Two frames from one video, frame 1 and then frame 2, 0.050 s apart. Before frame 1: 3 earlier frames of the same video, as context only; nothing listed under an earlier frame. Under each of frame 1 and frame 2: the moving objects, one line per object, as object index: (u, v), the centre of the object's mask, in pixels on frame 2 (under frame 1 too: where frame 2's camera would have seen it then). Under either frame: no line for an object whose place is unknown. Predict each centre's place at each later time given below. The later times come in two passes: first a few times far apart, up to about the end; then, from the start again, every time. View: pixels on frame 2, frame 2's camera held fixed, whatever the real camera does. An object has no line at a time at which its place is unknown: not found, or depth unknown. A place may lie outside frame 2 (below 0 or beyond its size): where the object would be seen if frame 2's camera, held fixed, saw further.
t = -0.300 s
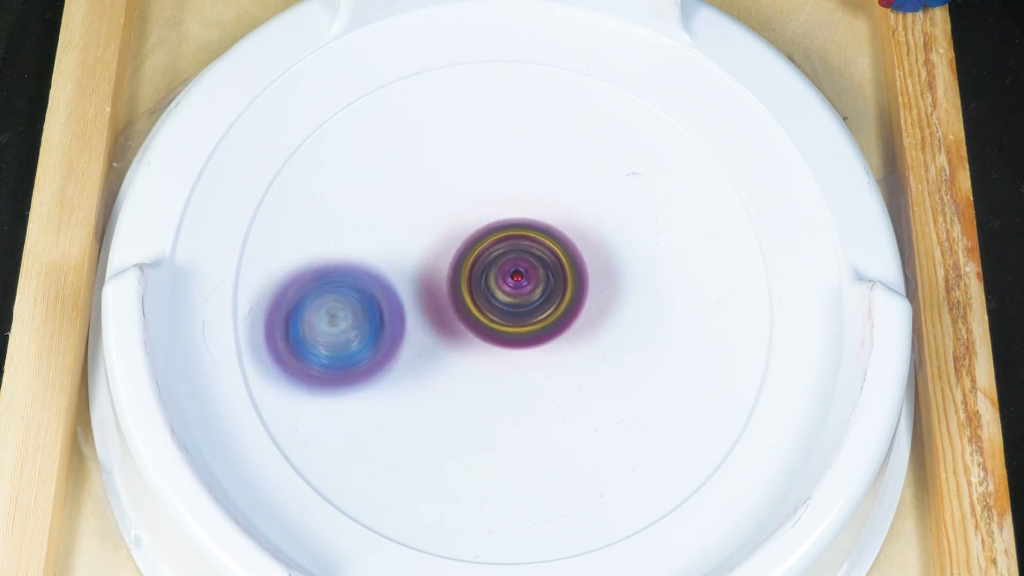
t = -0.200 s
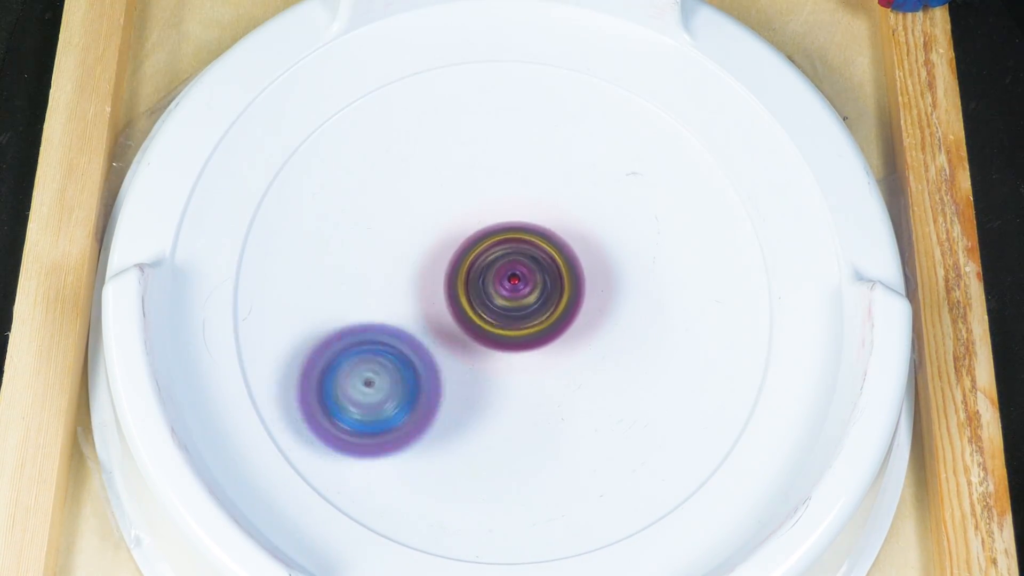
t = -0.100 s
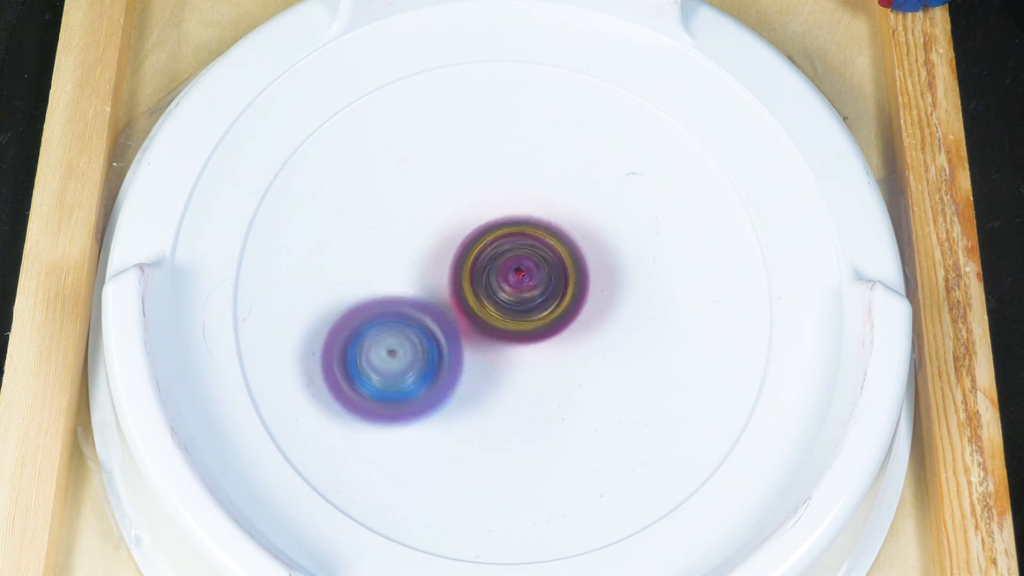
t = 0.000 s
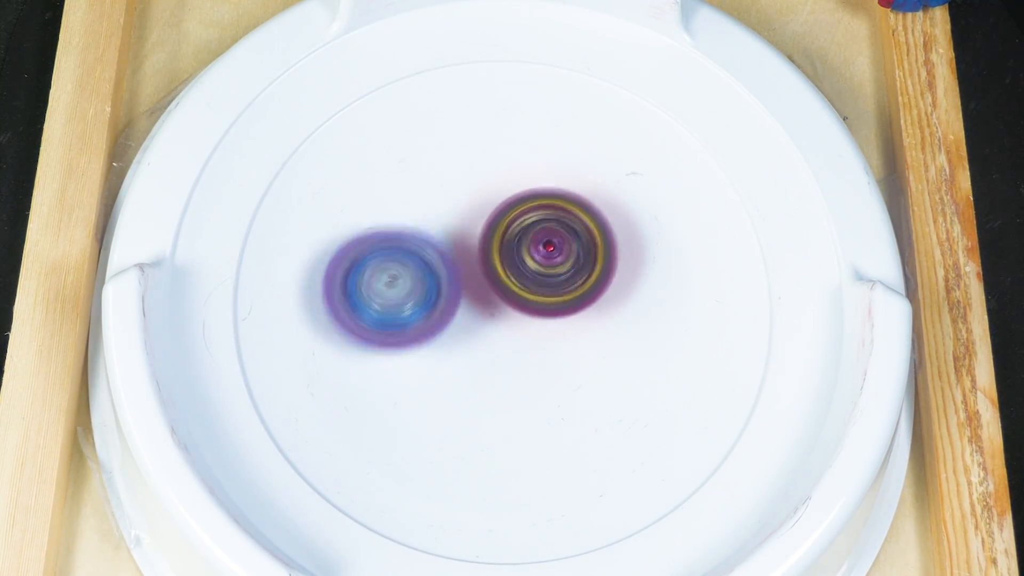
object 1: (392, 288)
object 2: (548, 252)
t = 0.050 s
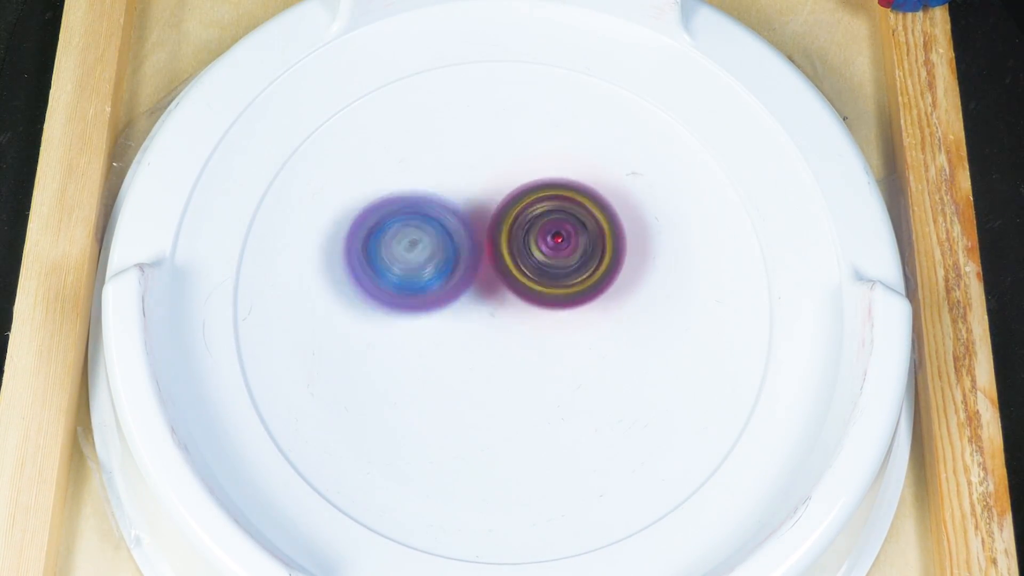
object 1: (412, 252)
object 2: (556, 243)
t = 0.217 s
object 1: (501, 203)
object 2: (661, 224)
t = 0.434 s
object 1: (568, 326)
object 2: (736, 218)
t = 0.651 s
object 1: (426, 381)
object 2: (567, 324)
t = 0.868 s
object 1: (309, 228)
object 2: (464, 313)
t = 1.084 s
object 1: (483, 118)
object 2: (475, 302)
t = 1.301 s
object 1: (652, 281)
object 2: (509, 312)
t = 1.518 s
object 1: (544, 467)
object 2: (485, 323)
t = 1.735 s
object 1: (330, 389)
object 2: (502, 304)
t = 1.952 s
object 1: (371, 197)
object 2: (494, 300)
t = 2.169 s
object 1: (572, 165)
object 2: (505, 299)
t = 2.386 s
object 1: (666, 324)
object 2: (499, 288)
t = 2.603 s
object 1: (519, 437)
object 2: (495, 276)
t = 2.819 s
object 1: (373, 334)
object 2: (501, 253)
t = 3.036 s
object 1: (405, 202)
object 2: (545, 229)
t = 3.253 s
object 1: (483, 154)
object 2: (662, 235)
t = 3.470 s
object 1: (488, 192)
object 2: (694, 304)
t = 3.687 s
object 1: (475, 208)
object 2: (566, 356)
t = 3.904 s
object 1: (446, 218)
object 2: (386, 335)
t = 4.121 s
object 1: (454, 208)
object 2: (369, 303)
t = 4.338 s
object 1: (495, 240)
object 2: (482, 364)
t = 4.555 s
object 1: (494, 278)
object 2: (644, 363)
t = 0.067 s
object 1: (418, 242)
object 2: (563, 240)
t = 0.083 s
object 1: (426, 234)
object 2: (572, 237)
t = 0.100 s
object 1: (434, 227)
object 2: (581, 233)
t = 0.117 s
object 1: (444, 220)
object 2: (590, 231)
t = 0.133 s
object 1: (455, 215)
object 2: (598, 228)
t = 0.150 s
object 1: (468, 211)
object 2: (606, 226)
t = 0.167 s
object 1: (474, 207)
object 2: (621, 226)
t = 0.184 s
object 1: (481, 205)
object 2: (637, 225)
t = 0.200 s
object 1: (490, 203)
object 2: (650, 224)
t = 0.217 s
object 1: (501, 203)
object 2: (661, 224)
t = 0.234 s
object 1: (514, 204)
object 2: (670, 224)
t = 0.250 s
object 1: (526, 206)
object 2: (678, 223)
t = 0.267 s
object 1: (540, 211)
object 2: (682, 223)
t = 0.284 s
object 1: (554, 218)
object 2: (685, 223)
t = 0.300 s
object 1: (561, 225)
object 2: (697, 220)
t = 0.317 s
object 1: (560, 237)
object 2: (711, 219)
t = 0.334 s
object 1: (561, 249)
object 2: (724, 217)
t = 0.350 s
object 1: (563, 261)
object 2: (736, 215)
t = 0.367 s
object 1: (565, 275)
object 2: (744, 212)
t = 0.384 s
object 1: (567, 288)
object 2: (748, 211)
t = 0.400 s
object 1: (569, 301)
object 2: (747, 212)
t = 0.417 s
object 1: (569, 314)
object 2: (742, 215)
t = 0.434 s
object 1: (568, 326)
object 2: (736, 218)
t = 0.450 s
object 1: (564, 338)
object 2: (728, 223)
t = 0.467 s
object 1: (559, 349)
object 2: (721, 227)
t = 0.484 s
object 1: (553, 359)
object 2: (711, 233)
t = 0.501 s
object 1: (544, 369)
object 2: (700, 241)
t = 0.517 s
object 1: (534, 376)
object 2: (690, 248)
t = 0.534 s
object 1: (522, 383)
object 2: (677, 257)
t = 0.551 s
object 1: (510, 388)
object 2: (664, 266)
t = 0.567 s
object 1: (497, 391)
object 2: (651, 275)
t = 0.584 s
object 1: (483, 393)
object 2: (637, 284)
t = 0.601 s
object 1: (469, 393)
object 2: (620, 295)
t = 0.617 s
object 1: (454, 390)
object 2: (603, 306)
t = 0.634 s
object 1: (441, 386)
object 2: (586, 315)
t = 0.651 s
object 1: (426, 381)
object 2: (567, 324)
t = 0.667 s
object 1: (410, 375)
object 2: (552, 329)
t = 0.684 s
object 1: (393, 369)
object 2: (538, 332)
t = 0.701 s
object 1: (376, 362)
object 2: (526, 332)
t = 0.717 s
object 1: (360, 354)
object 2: (515, 331)
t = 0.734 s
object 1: (345, 344)
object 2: (506, 329)
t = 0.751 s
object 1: (333, 333)
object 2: (499, 326)
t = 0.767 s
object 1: (322, 321)
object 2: (492, 324)
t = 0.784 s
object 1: (314, 307)
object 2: (485, 323)
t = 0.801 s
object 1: (308, 292)
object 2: (479, 320)
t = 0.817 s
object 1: (305, 277)
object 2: (473, 318)
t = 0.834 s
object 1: (304, 260)
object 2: (470, 316)
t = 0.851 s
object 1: (306, 245)
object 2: (466, 314)
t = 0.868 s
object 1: (309, 228)
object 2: (464, 313)
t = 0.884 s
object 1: (314, 214)
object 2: (463, 311)
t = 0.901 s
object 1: (320, 198)
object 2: (462, 309)
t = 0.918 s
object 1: (329, 185)
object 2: (462, 309)
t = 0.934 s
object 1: (339, 171)
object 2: (463, 307)
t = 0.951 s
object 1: (351, 160)
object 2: (463, 307)
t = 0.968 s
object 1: (364, 149)
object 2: (463, 307)
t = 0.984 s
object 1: (378, 140)
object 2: (465, 305)
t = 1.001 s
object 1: (394, 132)
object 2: (465, 305)
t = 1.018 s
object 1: (411, 126)
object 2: (467, 304)
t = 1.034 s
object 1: (427, 121)
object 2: (469, 303)
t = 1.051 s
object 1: (446, 118)
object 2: (470, 303)
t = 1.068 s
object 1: (464, 117)
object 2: (473, 303)
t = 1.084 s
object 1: (483, 118)
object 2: (475, 302)
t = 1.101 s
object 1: (501, 121)
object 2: (477, 303)
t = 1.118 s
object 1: (521, 126)
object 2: (480, 302)
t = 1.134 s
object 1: (538, 132)
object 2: (482, 302)
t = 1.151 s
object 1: (557, 142)
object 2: (486, 303)
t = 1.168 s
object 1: (572, 151)
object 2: (489, 303)
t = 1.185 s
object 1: (588, 164)
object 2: (493, 304)
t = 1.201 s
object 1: (602, 176)
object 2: (496, 305)
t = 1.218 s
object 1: (614, 192)
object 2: (499, 306)
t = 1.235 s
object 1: (626, 208)
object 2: (501, 307)
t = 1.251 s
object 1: (635, 226)
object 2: (505, 308)
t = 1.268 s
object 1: (642, 244)
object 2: (507, 309)
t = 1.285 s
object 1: (647, 263)
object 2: (508, 311)
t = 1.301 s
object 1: (652, 281)
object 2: (509, 312)
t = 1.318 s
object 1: (655, 299)
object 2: (508, 314)
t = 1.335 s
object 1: (656, 316)
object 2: (506, 316)
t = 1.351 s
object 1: (656, 334)
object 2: (503, 317)
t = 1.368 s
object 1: (655, 352)
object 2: (499, 318)
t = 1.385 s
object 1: (650, 368)
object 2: (496, 320)
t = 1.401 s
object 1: (644, 385)
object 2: (493, 320)
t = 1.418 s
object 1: (635, 401)
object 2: (491, 322)
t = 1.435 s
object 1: (624, 415)
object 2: (490, 323)
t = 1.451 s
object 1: (611, 429)
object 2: (488, 323)
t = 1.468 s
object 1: (596, 441)
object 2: (487, 324)
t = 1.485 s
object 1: (580, 451)
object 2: (486, 325)
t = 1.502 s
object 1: (563, 460)
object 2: (485, 324)
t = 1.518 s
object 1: (544, 467)
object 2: (485, 323)
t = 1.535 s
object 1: (526, 473)
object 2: (485, 322)
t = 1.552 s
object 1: (507, 475)
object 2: (484, 320)
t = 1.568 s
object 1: (487, 476)
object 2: (486, 318)
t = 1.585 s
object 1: (468, 475)
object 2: (486, 317)
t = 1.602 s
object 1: (448, 472)
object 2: (488, 315)
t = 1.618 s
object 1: (429, 467)
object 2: (489, 314)
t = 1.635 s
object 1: (412, 460)
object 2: (490, 312)
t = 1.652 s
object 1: (395, 453)
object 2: (493, 311)
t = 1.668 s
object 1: (378, 441)
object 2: (494, 309)
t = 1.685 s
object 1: (364, 430)
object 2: (496, 308)
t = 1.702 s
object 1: (351, 417)
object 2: (498, 306)
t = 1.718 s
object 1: (339, 403)
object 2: (499, 305)
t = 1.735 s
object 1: (330, 389)
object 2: (502, 304)
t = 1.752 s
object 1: (323, 375)
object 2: (502, 303)
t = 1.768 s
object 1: (317, 358)
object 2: (503, 302)
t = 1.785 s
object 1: (313, 342)
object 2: (503, 302)
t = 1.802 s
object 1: (312, 326)
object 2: (502, 301)
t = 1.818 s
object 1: (312, 309)
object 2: (501, 301)
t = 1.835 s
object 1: (314, 294)
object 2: (500, 301)
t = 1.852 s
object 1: (318, 278)
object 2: (499, 301)
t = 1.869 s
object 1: (322, 262)
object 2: (499, 300)
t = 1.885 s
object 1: (329, 248)
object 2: (497, 300)
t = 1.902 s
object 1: (338, 233)
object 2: (496, 300)
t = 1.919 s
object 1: (348, 219)
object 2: (496, 300)
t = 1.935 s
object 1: (359, 208)
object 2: (494, 300)
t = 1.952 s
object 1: (371, 197)
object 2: (494, 300)
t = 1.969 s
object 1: (385, 187)
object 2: (493, 299)
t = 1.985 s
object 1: (399, 178)
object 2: (493, 299)
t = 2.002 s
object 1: (414, 170)
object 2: (493, 299)
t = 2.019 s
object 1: (429, 163)
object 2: (493, 300)
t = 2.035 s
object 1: (444, 158)
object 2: (495, 300)
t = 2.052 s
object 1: (459, 154)
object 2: (496, 301)
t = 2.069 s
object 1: (475, 151)
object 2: (499, 302)
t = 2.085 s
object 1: (492, 149)
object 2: (501, 302)
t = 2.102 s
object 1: (508, 149)
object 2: (502, 303)
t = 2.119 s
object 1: (523, 151)
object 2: (504, 302)
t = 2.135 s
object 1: (541, 155)
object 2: (504, 301)
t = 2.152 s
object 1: (557, 159)
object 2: (504, 300)
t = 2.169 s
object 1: (572, 165)
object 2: (505, 299)
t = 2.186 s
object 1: (587, 172)
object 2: (504, 299)
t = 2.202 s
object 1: (601, 180)
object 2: (504, 298)
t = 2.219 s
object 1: (614, 189)
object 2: (503, 297)
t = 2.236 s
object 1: (626, 199)
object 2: (503, 297)
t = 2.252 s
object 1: (636, 210)
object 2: (503, 296)
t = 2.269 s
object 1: (645, 223)
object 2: (502, 295)
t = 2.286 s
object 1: (652, 236)
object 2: (502, 294)
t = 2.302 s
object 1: (659, 249)
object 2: (501, 293)
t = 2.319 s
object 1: (664, 264)
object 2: (501, 292)
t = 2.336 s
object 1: (667, 279)
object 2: (500, 291)
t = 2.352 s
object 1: (668, 294)
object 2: (500, 290)
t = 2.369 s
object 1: (668, 309)
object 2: (499, 289)
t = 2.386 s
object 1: (666, 324)
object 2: (499, 288)
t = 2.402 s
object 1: (663, 339)
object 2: (498, 286)
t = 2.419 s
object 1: (658, 354)
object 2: (499, 286)
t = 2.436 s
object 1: (652, 367)
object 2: (498, 284)
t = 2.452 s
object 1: (643, 381)
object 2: (497, 284)
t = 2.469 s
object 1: (634, 392)
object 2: (497, 283)
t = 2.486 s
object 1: (623, 404)
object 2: (496, 281)
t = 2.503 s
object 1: (611, 412)
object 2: (497, 281)
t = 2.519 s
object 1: (598, 420)
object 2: (496, 279)
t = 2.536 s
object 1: (583, 427)
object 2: (495, 279)
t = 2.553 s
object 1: (568, 432)
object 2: (495, 278)
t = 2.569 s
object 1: (552, 436)
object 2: (495, 277)
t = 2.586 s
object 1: (536, 437)
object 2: (495, 277)
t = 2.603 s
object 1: (519, 437)
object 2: (495, 276)
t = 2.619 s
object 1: (504, 435)
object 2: (494, 275)
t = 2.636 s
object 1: (488, 432)
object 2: (494, 274)
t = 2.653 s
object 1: (473, 427)
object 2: (494, 273)
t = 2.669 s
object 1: (458, 420)
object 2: (494, 273)
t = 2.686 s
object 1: (445, 413)
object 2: (494, 271)
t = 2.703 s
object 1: (432, 406)
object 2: (494, 270)
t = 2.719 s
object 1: (421, 397)
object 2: (495, 268)
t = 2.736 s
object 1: (410, 387)
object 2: (495, 266)
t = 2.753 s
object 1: (400, 377)
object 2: (496, 264)
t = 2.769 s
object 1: (391, 367)
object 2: (497, 261)
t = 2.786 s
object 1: (384, 358)
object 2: (498, 258)
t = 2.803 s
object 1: (377, 346)
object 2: (500, 255)
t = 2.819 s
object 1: (373, 334)
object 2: (501, 253)
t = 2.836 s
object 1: (369, 322)
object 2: (503, 251)
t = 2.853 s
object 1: (366, 312)
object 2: (504, 248)
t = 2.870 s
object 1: (366, 300)
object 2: (506, 246)
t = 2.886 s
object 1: (366, 289)
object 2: (508, 244)
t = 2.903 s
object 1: (366, 276)
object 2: (510, 242)
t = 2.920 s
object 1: (368, 265)
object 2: (514, 240)
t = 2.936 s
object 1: (370, 255)
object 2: (518, 237)
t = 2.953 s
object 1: (374, 246)
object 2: (523, 235)
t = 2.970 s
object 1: (378, 237)
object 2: (528, 233)
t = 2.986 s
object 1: (384, 227)
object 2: (531, 232)
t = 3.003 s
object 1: (391, 218)
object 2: (536, 231)
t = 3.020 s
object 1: (397, 209)
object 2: (540, 229)
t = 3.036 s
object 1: (405, 202)
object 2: (545, 229)
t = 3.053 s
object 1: (413, 196)
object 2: (549, 228)
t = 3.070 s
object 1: (420, 190)
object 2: (555, 229)
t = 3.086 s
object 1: (418, 182)
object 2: (572, 232)
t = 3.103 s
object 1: (417, 175)
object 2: (588, 233)
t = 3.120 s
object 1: (417, 169)
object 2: (604, 234)
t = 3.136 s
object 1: (421, 164)
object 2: (617, 235)
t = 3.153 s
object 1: (426, 161)
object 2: (630, 235)
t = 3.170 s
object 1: (434, 158)
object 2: (639, 235)
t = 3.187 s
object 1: (441, 155)
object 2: (649, 236)
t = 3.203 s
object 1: (451, 154)
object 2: (655, 235)
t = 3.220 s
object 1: (461, 153)
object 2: (659, 235)
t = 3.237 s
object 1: (472, 153)
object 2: (662, 235)
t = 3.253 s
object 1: (483, 154)
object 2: (662, 235)
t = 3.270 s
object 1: (494, 156)
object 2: (662, 235)
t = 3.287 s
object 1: (505, 159)
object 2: (660, 235)
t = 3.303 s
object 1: (515, 163)
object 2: (657, 237)
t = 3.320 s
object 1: (526, 169)
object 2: (654, 237)
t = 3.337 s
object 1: (535, 175)
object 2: (648, 240)
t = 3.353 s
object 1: (535, 180)
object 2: (651, 245)
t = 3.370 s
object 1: (523, 180)
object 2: (663, 254)
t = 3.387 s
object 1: (513, 181)
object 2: (673, 264)
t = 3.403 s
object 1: (504, 183)
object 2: (682, 273)
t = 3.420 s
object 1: (498, 185)
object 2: (688, 282)
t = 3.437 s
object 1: (493, 187)
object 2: (692, 290)
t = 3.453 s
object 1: (490, 190)
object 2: (694, 297)
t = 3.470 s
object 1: (488, 192)
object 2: (694, 304)
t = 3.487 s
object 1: (487, 193)
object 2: (692, 310)
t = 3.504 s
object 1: (486, 194)
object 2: (688, 315)
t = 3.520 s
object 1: (486, 195)
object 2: (682, 319)
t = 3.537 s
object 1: (485, 196)
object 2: (674, 323)
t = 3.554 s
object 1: (484, 196)
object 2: (667, 326)
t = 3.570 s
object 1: (483, 197)
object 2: (657, 331)
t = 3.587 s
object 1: (482, 198)
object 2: (646, 335)
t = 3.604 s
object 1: (482, 199)
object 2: (634, 338)
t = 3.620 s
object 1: (480, 201)
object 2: (623, 342)
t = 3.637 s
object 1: (479, 202)
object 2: (609, 346)
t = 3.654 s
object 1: (478, 204)
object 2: (595, 350)
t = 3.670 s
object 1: (477, 206)
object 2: (581, 353)
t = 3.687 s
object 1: (475, 208)
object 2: (566, 356)
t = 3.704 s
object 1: (474, 210)
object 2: (551, 357)
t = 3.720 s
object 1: (472, 212)
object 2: (535, 358)
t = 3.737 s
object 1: (470, 215)
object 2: (520, 358)
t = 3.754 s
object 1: (468, 217)
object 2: (503, 358)
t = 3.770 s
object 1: (465, 219)
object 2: (487, 357)
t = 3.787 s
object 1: (463, 220)
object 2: (473, 354)
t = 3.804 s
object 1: (461, 222)
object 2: (458, 351)
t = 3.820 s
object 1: (459, 222)
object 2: (444, 348)
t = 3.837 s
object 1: (456, 222)
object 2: (430, 344)
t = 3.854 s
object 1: (453, 222)
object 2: (417, 344)
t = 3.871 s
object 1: (451, 220)
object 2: (405, 342)
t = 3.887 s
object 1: (448, 219)
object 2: (394, 340)
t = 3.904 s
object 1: (446, 218)
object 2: (386, 335)
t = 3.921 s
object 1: (444, 217)
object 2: (378, 330)
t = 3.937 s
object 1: (443, 216)
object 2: (373, 325)
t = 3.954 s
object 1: (441, 215)
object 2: (368, 320)
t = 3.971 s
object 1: (441, 214)
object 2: (365, 316)
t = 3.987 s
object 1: (440, 213)
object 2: (362, 311)
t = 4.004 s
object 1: (440, 212)
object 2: (360, 308)
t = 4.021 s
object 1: (440, 209)
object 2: (358, 306)
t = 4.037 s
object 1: (441, 207)
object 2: (357, 305)
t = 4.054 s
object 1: (442, 206)
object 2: (358, 303)
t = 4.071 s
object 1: (444, 205)
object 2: (359, 303)
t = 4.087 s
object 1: (447, 205)
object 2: (362, 302)
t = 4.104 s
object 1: (450, 206)
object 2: (365, 302)
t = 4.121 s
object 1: (454, 208)
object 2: (369, 303)
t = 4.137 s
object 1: (458, 210)
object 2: (374, 304)
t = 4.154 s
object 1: (461, 213)
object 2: (379, 307)
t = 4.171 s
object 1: (464, 215)
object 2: (384, 311)
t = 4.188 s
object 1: (468, 217)
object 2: (390, 316)
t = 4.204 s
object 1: (472, 219)
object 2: (398, 320)
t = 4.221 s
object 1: (476, 221)
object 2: (407, 324)
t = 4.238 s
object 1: (479, 224)
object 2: (416, 331)
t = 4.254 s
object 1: (483, 225)
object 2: (424, 338)
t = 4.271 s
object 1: (486, 227)
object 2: (434, 344)
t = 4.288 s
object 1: (489, 231)
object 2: (445, 349)
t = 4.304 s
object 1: (492, 234)
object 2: (457, 353)
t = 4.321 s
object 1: (494, 238)
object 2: (469, 356)
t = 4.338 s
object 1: (495, 240)
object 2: (482, 364)
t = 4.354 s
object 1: (496, 240)
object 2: (496, 371)
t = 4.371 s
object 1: (497, 241)
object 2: (511, 376)
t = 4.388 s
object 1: (498, 243)
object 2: (526, 380)
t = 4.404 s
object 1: (500, 245)
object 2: (540, 381)
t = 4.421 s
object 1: (501, 249)
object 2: (553, 381)
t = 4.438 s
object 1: (501, 252)
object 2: (568, 381)
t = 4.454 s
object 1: (501, 256)
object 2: (580, 380)
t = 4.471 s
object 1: (501, 259)
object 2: (593, 379)
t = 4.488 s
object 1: (500, 264)
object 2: (605, 376)
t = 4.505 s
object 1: (500, 268)
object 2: (616, 374)
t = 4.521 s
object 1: (498, 272)
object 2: (626, 370)
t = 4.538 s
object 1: (496, 275)
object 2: (636, 367)
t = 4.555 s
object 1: (494, 278)
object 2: (644, 363)
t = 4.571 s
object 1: (491, 281)
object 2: (651, 359)
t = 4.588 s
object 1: (488, 283)
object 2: (658, 355)
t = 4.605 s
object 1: (486, 285)
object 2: (662, 351)
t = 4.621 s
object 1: (482, 286)
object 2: (667, 347)
